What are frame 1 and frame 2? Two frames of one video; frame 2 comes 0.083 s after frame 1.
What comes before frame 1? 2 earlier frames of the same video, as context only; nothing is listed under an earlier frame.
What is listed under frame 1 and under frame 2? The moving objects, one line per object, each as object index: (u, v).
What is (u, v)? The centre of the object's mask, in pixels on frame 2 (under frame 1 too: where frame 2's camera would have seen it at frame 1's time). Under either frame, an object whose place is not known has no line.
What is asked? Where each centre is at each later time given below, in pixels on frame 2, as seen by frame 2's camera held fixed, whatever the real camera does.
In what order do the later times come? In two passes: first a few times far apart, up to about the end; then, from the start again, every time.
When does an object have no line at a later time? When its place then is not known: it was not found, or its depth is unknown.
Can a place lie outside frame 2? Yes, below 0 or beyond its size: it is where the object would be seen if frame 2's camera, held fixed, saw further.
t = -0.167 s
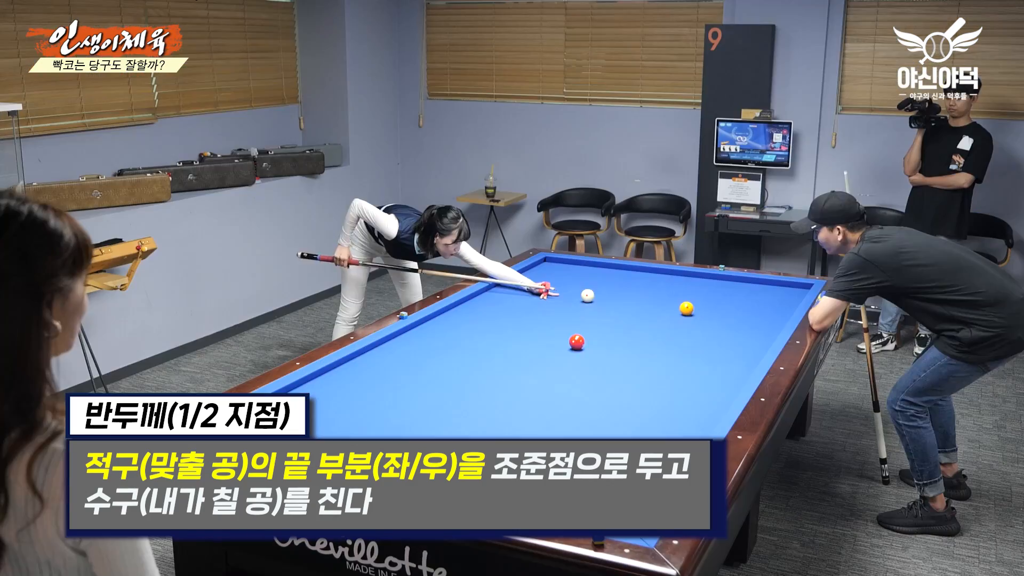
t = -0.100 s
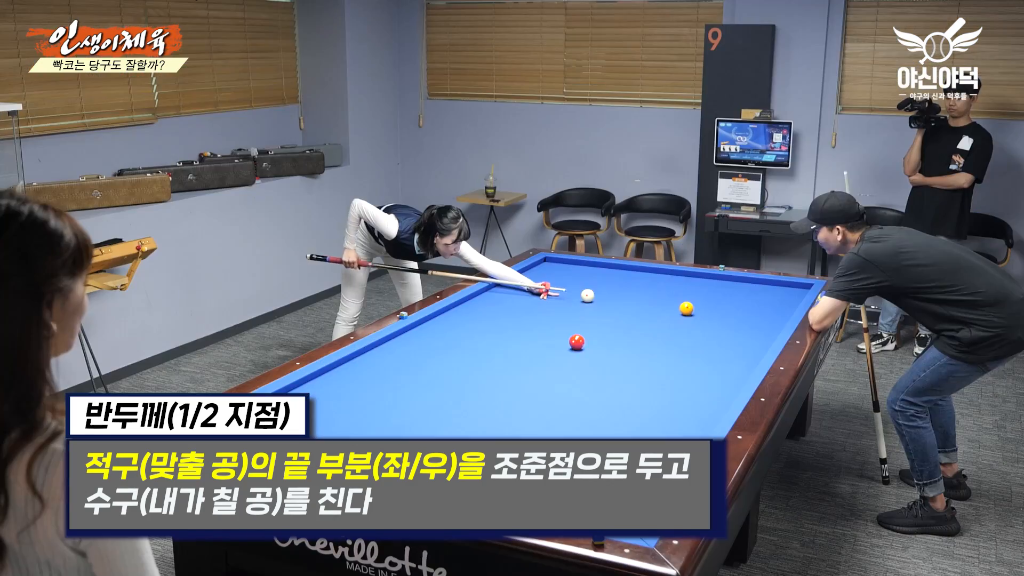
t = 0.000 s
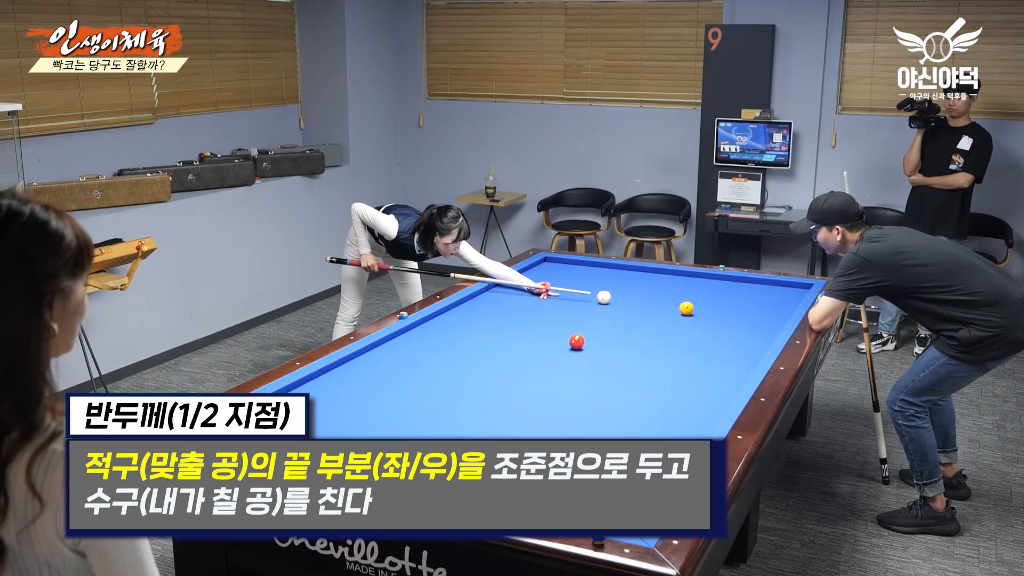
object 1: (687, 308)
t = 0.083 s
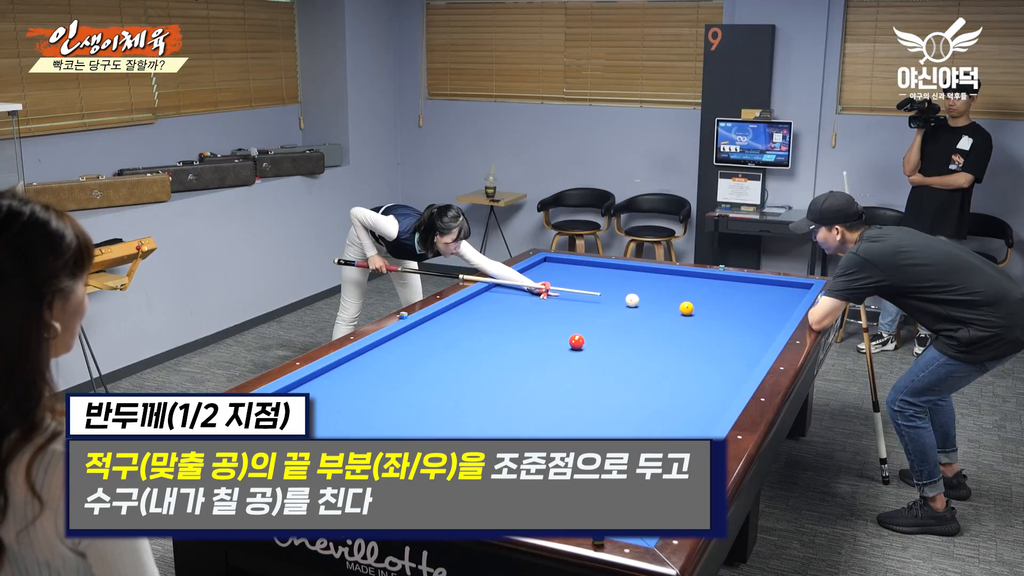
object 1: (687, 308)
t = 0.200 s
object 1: (686, 308)
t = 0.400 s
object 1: (711, 318)
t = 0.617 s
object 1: (737, 328)
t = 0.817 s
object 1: (761, 337)
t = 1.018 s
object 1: (753, 341)
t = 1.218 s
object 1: (734, 343)
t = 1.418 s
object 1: (715, 345)
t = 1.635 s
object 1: (695, 347)
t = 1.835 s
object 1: (676, 349)
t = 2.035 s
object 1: (658, 351)
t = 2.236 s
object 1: (640, 353)
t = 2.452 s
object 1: (621, 355)
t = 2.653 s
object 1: (603, 356)
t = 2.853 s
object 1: (586, 358)
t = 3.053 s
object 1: (568, 360)
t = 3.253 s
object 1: (551, 361)
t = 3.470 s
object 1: (533, 363)
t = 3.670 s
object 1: (517, 365)
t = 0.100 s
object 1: (687, 308)
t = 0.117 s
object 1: (687, 308)
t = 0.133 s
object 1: (687, 308)
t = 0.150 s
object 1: (687, 308)
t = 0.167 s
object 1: (687, 308)
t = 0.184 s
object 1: (687, 308)
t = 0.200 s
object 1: (686, 308)
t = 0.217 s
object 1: (687, 308)
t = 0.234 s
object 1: (689, 309)
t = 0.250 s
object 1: (691, 310)
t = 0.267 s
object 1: (694, 311)
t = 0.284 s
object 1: (696, 312)
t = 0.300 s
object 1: (698, 313)
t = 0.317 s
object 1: (701, 314)
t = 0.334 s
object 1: (703, 315)
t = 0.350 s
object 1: (705, 316)
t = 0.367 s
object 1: (707, 317)
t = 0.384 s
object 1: (710, 317)
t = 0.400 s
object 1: (711, 318)
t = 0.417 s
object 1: (714, 319)
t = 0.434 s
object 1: (716, 320)
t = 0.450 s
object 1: (718, 320)
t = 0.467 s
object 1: (720, 321)
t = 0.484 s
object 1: (722, 322)
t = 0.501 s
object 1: (724, 323)
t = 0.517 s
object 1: (725, 323)
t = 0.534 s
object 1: (727, 324)
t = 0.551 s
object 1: (729, 325)
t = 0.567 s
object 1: (731, 326)
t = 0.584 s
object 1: (733, 326)
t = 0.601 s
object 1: (735, 327)
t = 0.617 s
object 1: (737, 328)
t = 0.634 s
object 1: (739, 329)
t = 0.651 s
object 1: (741, 329)
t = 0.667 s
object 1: (743, 330)
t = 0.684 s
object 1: (745, 331)
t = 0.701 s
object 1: (747, 332)
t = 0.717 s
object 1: (749, 333)
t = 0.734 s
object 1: (751, 333)
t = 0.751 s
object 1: (753, 334)
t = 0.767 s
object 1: (755, 335)
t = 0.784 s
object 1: (757, 336)
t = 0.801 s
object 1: (759, 336)
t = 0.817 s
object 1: (761, 337)
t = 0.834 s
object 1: (763, 338)
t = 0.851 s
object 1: (765, 339)
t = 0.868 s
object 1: (767, 339)
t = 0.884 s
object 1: (767, 340)
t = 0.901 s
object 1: (765, 340)
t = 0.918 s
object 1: (764, 340)
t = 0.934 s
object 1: (762, 341)
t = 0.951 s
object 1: (760, 341)
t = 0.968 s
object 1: (758, 341)
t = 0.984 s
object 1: (756, 341)
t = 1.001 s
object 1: (754, 341)
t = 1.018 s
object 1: (753, 341)
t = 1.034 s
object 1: (751, 341)
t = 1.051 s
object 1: (750, 341)
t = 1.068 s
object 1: (748, 342)
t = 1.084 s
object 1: (746, 342)
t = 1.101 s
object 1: (745, 342)
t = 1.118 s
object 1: (743, 342)
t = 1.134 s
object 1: (742, 342)
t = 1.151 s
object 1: (740, 342)
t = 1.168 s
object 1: (739, 342)
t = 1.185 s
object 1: (737, 343)
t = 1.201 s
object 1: (735, 343)
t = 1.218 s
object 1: (734, 343)
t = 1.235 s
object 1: (732, 343)
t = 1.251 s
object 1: (731, 343)
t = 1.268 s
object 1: (729, 343)
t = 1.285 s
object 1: (728, 344)
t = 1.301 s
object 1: (726, 344)
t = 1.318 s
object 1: (724, 344)
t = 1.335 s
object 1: (723, 344)
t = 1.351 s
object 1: (721, 344)
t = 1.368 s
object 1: (720, 344)
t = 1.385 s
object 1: (718, 345)
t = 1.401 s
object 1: (717, 345)
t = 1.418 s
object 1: (715, 345)
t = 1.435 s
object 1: (714, 345)
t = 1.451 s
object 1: (712, 345)
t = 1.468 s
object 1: (710, 345)
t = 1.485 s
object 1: (709, 346)
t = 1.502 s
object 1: (707, 346)
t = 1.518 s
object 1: (706, 346)
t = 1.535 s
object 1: (704, 346)
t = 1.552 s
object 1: (703, 346)
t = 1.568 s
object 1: (701, 346)
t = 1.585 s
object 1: (700, 347)
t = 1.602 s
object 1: (698, 347)
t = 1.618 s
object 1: (697, 347)
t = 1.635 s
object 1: (695, 347)
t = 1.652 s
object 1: (693, 347)
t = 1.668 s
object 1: (692, 347)
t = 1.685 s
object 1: (690, 347)
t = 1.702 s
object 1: (689, 348)
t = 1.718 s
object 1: (687, 348)
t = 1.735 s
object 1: (686, 348)
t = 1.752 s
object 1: (684, 348)
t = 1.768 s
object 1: (683, 348)
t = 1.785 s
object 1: (681, 348)
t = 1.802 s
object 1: (680, 349)
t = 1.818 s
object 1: (678, 349)
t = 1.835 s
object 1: (676, 349)
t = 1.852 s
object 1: (675, 349)
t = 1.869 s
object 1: (673, 349)
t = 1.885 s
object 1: (672, 349)
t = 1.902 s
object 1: (670, 350)
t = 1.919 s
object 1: (669, 350)
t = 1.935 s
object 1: (667, 350)
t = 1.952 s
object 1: (666, 350)
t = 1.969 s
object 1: (664, 350)
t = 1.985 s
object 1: (663, 350)
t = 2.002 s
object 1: (661, 350)
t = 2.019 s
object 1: (660, 351)
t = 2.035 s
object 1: (658, 351)
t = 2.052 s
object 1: (657, 351)
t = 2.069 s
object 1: (655, 351)
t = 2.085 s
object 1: (654, 351)
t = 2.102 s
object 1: (652, 352)
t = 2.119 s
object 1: (651, 352)
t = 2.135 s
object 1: (649, 352)
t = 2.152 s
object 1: (648, 352)
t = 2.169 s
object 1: (646, 352)
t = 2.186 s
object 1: (645, 352)
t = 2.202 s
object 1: (643, 352)
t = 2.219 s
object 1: (641, 353)
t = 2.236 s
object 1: (640, 353)
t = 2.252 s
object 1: (639, 353)
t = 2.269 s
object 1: (637, 353)
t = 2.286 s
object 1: (636, 353)
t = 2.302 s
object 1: (634, 353)
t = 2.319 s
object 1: (633, 354)
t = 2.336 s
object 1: (631, 354)
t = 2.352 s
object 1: (630, 354)
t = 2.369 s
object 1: (628, 354)
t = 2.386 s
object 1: (627, 354)
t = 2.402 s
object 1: (625, 354)
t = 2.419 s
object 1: (624, 354)
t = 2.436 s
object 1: (622, 355)
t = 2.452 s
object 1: (621, 355)
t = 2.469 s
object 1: (619, 355)
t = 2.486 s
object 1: (618, 355)
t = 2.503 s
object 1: (616, 355)
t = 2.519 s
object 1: (615, 355)
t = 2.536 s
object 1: (614, 356)
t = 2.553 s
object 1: (612, 356)
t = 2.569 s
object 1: (610, 356)
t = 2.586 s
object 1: (609, 356)
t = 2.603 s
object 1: (608, 356)
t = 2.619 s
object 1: (606, 356)
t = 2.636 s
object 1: (605, 356)
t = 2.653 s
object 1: (603, 356)
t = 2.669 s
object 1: (602, 357)
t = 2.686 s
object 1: (600, 357)
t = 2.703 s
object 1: (599, 357)
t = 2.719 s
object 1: (597, 357)
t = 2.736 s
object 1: (596, 357)
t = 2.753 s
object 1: (594, 357)
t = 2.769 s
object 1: (593, 357)
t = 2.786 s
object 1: (591, 358)
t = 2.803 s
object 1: (590, 358)
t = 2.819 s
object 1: (589, 358)
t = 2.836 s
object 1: (587, 358)
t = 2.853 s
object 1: (586, 358)
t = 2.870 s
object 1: (584, 358)
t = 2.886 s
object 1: (583, 359)
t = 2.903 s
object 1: (581, 359)
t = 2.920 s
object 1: (580, 359)
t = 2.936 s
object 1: (578, 359)
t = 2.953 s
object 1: (577, 359)
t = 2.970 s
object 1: (575, 359)
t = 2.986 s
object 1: (574, 359)
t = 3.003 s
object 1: (572, 359)
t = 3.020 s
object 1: (571, 360)
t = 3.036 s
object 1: (570, 360)
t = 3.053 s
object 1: (568, 360)
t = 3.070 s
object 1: (567, 360)
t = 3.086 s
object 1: (565, 360)
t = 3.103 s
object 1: (564, 360)
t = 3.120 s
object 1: (563, 360)
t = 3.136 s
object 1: (561, 360)
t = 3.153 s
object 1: (560, 361)
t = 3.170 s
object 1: (558, 361)
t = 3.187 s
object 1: (557, 361)
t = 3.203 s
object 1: (555, 361)
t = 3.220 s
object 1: (554, 361)
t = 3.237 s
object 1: (553, 361)
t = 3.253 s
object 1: (551, 361)
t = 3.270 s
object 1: (550, 361)
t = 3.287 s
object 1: (548, 362)
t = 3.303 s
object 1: (547, 362)
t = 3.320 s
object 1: (546, 362)
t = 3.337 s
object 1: (544, 362)
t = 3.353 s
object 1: (543, 362)
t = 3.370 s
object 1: (541, 362)
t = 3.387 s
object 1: (540, 362)
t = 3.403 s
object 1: (539, 363)
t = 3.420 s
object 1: (537, 363)
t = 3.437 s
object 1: (536, 363)
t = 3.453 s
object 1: (534, 363)
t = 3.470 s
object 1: (533, 363)
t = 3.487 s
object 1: (532, 363)
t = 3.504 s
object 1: (530, 364)
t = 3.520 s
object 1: (529, 364)
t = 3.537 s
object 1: (528, 364)
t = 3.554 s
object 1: (526, 364)
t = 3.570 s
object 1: (525, 364)
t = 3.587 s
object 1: (523, 364)
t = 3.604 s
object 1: (522, 364)
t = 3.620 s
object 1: (521, 364)
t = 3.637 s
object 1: (519, 365)
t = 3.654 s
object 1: (518, 365)
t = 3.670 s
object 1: (517, 365)
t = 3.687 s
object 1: (515, 365)
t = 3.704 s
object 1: (514, 365)
